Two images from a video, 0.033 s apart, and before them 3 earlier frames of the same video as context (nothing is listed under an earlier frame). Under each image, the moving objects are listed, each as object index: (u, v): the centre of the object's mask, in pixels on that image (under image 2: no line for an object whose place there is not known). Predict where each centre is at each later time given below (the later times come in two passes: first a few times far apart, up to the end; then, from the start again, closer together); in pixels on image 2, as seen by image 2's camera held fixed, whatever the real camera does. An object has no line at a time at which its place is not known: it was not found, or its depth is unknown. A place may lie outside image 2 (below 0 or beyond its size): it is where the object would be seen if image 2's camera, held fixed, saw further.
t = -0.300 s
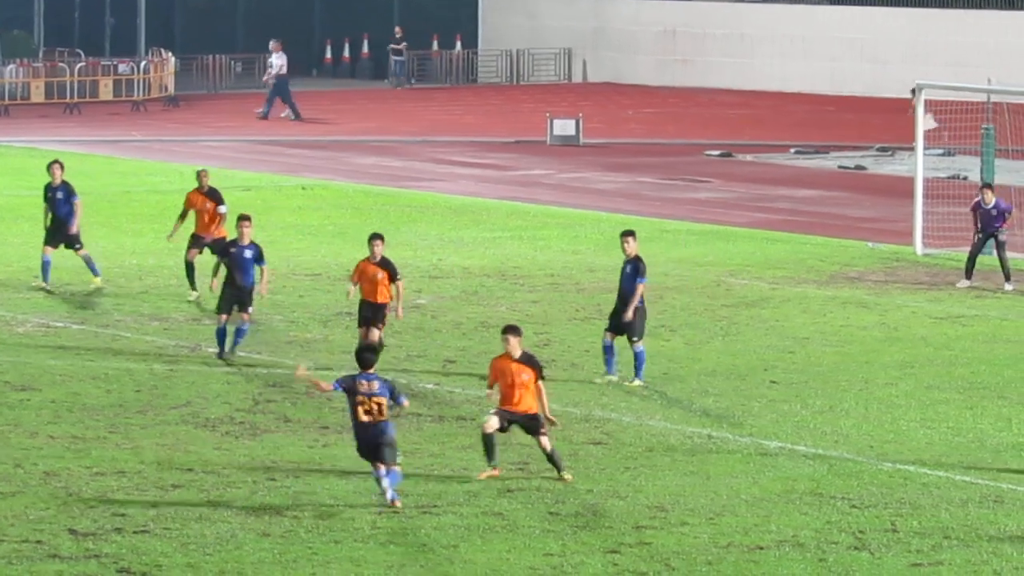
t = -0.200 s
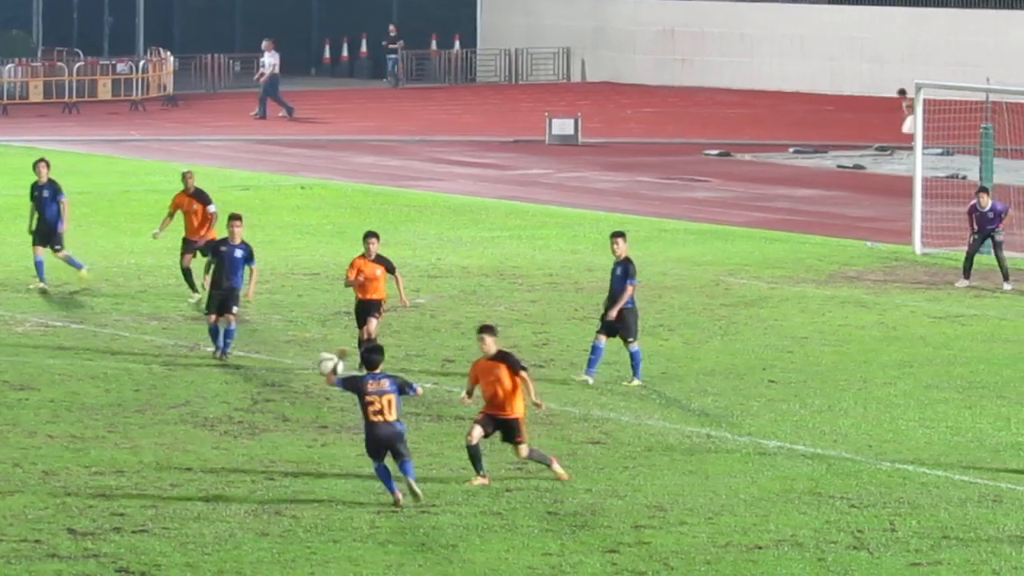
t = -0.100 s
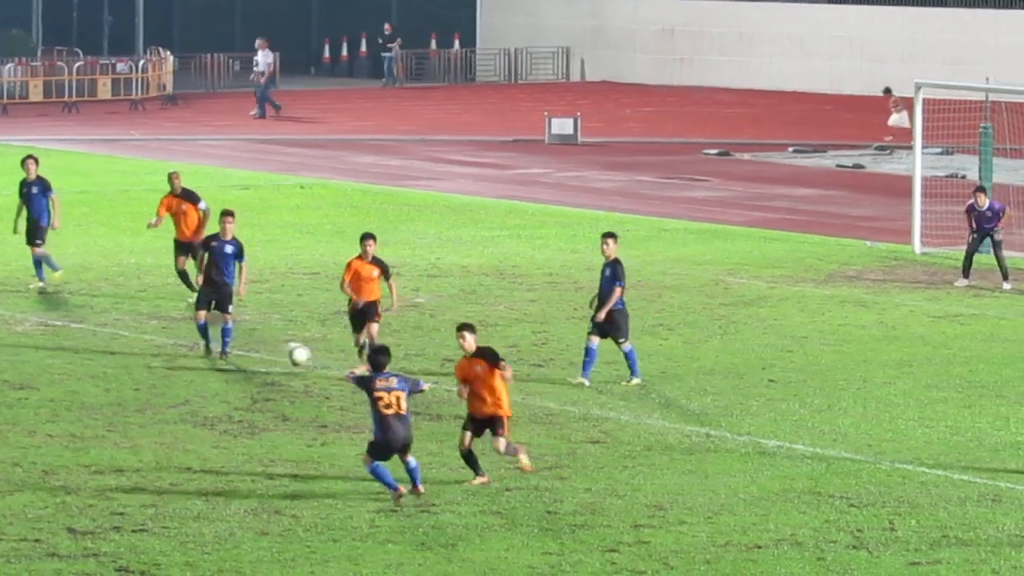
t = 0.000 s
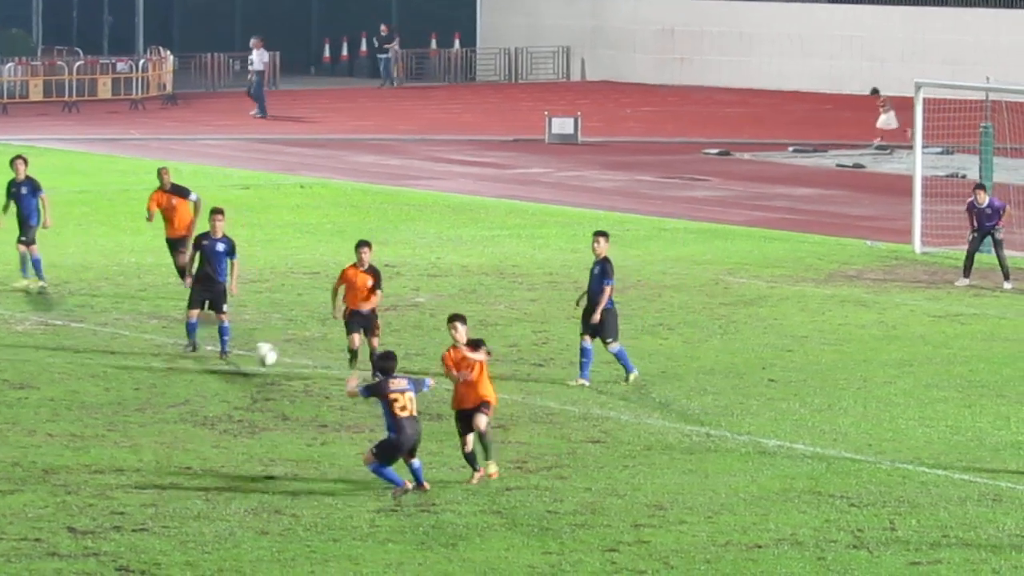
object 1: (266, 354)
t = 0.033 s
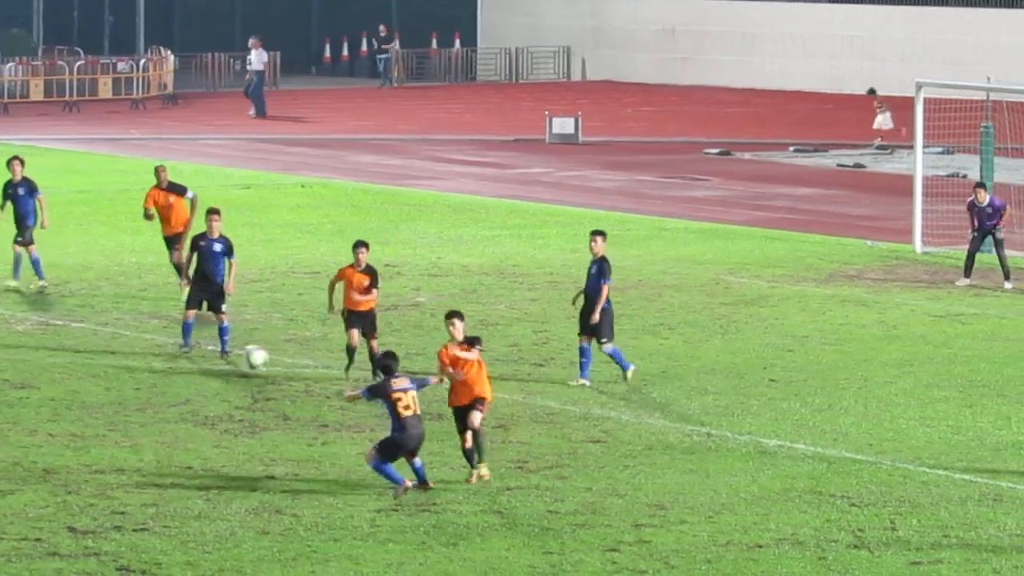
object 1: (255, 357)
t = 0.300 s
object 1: (169, 420)
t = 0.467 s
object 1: (116, 503)
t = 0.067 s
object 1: (244, 359)
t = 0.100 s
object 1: (233, 364)
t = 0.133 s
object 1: (222, 372)
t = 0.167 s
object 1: (211, 378)
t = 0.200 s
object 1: (200, 387)
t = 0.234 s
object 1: (190, 397)
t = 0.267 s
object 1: (179, 408)
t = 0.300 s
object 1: (169, 420)
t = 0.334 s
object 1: (157, 434)
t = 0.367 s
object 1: (147, 450)
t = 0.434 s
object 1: (128, 484)
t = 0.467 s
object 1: (116, 503)
